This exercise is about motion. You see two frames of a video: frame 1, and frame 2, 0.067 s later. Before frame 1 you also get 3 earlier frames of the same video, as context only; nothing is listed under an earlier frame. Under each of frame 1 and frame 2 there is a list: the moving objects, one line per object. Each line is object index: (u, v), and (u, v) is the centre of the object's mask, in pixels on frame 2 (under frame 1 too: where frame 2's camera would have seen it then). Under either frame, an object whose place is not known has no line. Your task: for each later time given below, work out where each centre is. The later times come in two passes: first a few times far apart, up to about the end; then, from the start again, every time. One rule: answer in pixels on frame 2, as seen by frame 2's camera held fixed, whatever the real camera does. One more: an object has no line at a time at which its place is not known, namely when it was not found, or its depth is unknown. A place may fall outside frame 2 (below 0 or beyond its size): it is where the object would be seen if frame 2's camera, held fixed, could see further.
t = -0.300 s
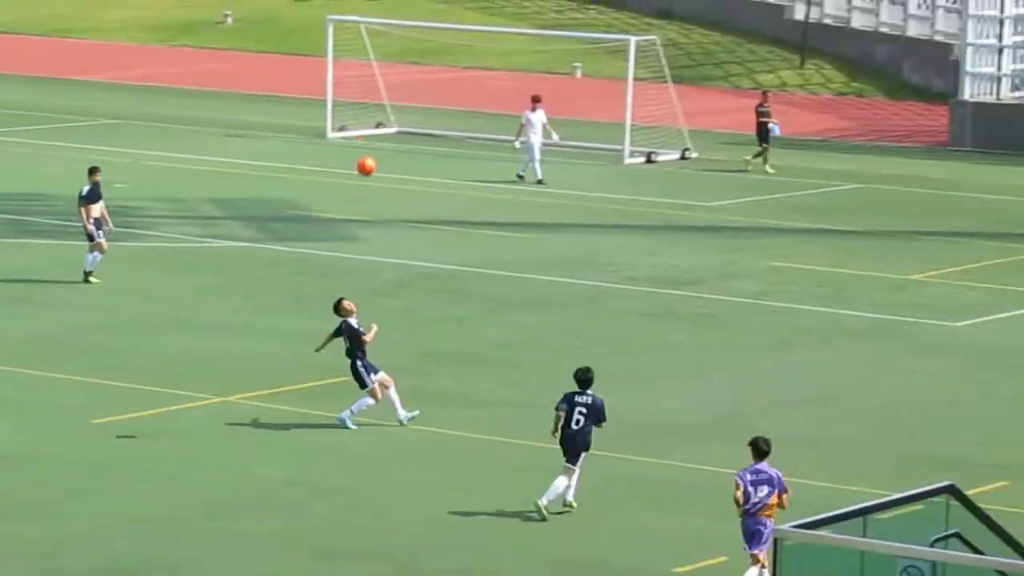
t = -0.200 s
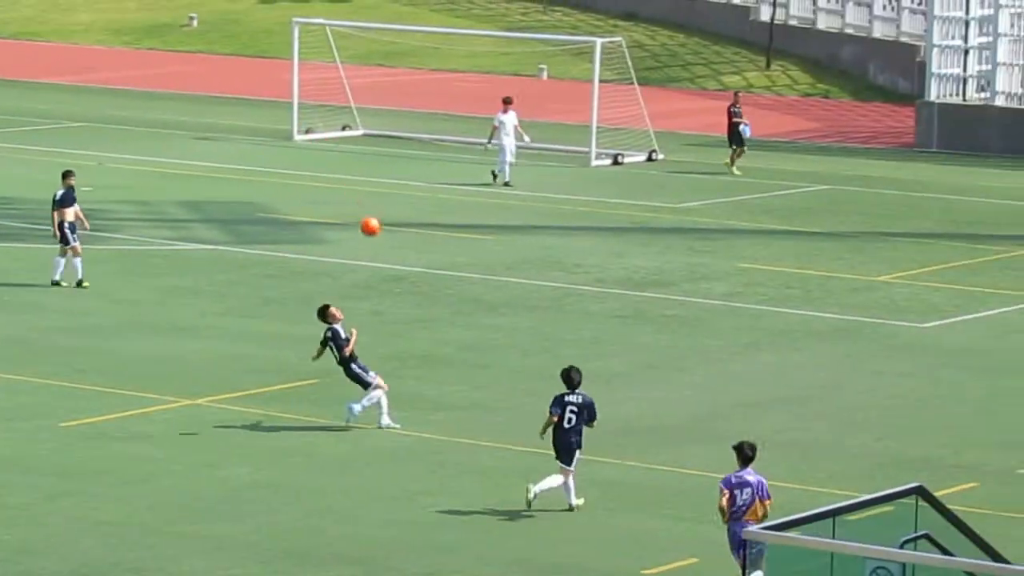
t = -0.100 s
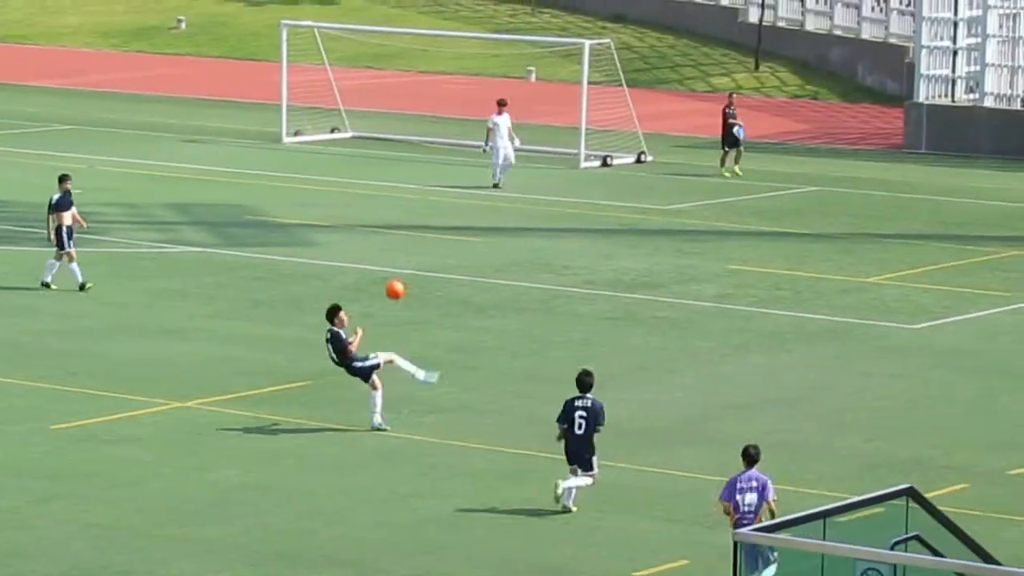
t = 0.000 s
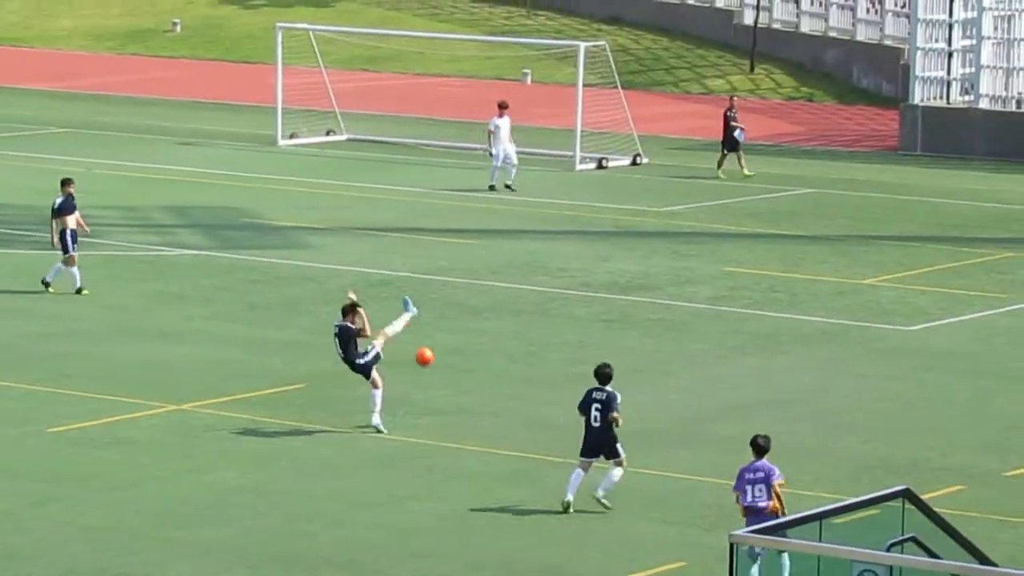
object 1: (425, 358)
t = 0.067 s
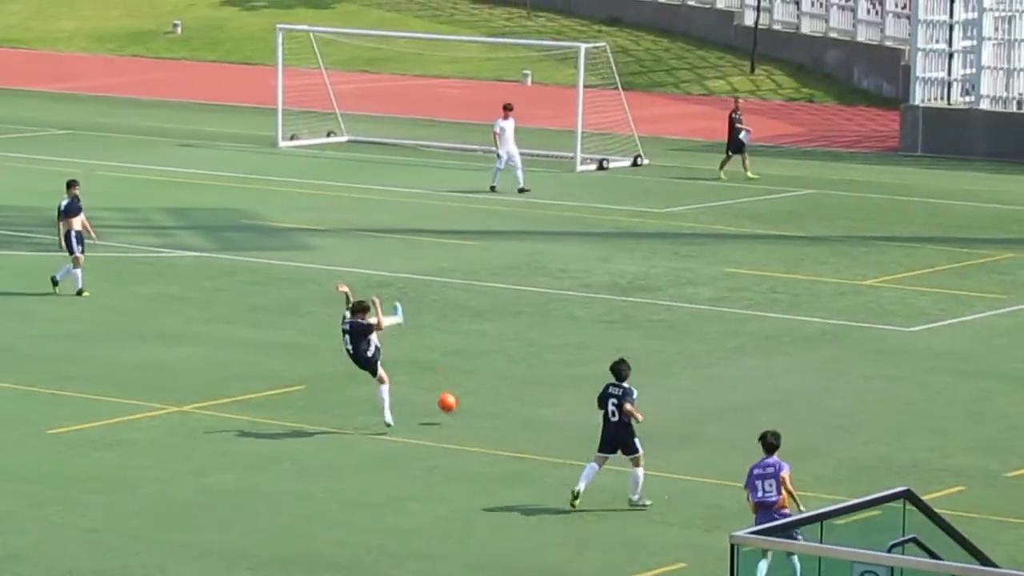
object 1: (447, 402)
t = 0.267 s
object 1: (468, 329)
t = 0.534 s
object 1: (488, 245)
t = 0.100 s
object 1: (455, 410)
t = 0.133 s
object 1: (457, 392)
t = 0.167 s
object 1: (459, 375)
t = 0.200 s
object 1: (462, 359)
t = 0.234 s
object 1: (465, 344)
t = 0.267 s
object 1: (468, 329)
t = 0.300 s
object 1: (470, 315)
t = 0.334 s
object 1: (473, 303)
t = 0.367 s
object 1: (475, 291)
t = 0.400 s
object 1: (477, 280)
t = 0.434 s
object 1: (480, 270)
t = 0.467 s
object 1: (483, 261)
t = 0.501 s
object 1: (485, 253)
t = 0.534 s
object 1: (488, 245)
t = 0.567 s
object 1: (490, 239)
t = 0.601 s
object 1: (493, 233)
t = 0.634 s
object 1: (496, 229)
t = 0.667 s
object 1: (498, 225)
